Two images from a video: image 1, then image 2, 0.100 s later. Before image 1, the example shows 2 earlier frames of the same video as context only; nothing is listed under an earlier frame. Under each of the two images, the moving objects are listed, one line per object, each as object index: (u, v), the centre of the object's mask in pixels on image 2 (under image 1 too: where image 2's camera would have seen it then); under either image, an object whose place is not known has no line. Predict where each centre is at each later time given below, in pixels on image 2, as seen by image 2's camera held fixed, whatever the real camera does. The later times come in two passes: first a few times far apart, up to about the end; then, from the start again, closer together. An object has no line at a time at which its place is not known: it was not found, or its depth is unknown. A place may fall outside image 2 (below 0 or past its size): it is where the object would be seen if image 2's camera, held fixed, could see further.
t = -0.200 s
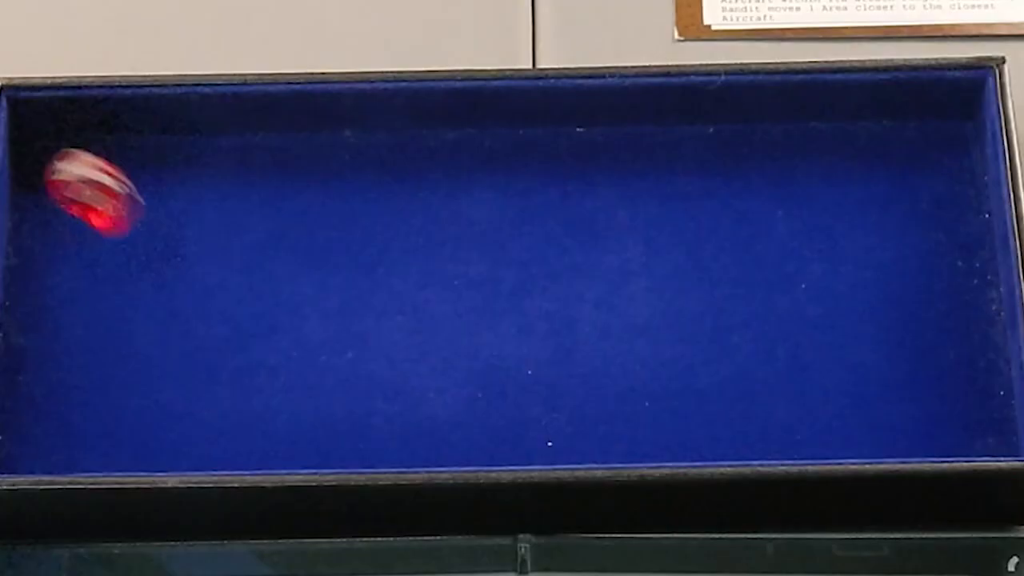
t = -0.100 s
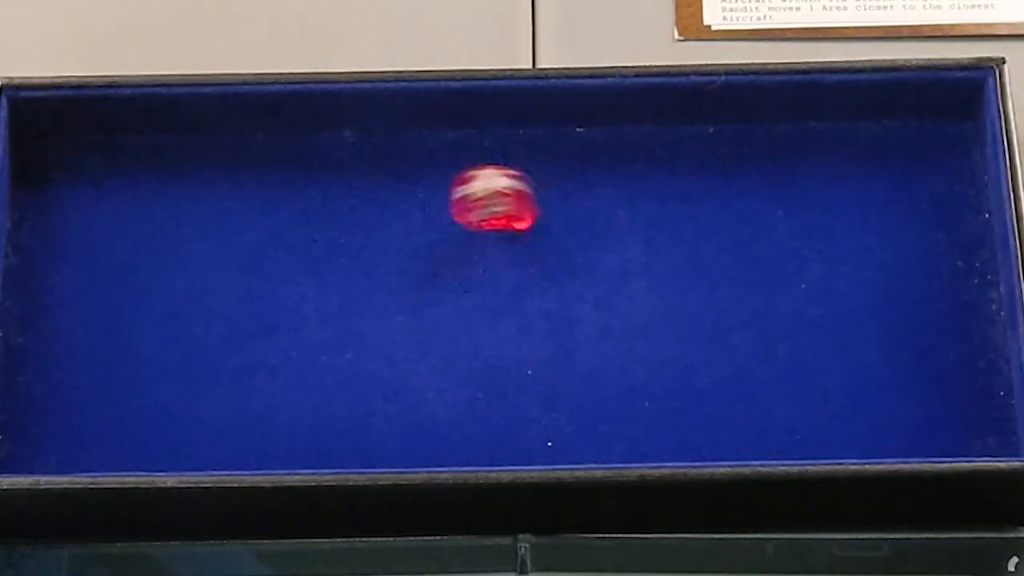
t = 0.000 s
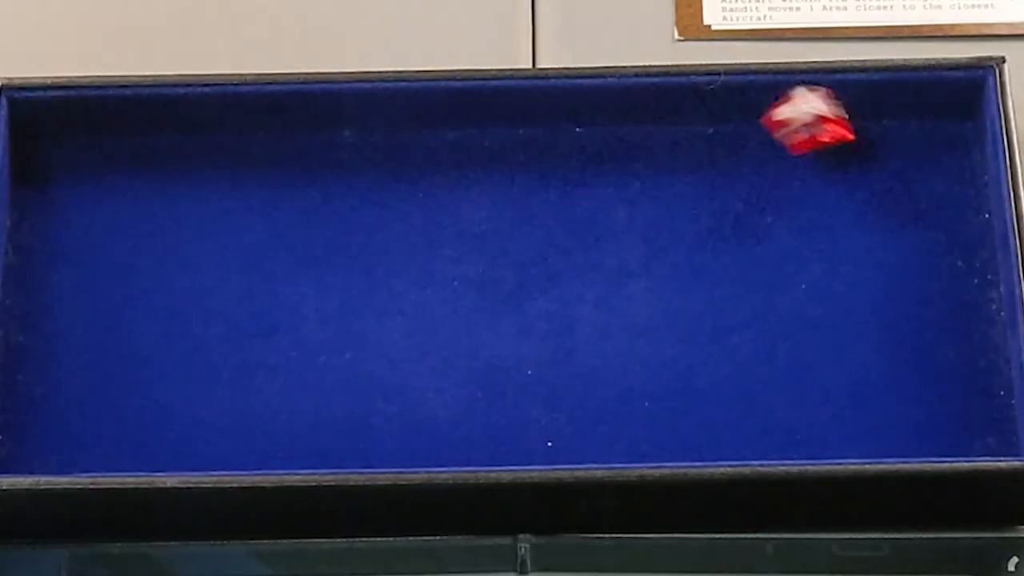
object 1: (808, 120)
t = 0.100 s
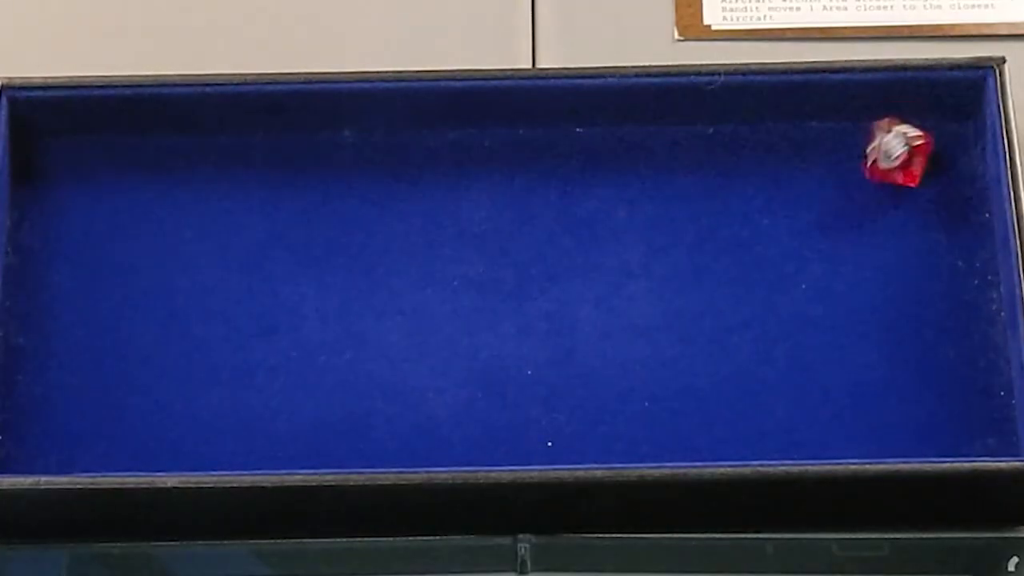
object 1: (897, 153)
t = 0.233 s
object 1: (785, 207)
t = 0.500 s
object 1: (751, 212)
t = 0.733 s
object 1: (751, 212)
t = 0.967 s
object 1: (751, 212)
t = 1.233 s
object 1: (751, 212)
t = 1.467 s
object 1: (751, 212)
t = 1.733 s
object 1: (751, 212)
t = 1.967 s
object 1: (751, 212)
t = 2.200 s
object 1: (751, 212)
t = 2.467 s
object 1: (751, 212)
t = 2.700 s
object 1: (751, 212)
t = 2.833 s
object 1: (751, 212)
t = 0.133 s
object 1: (862, 168)
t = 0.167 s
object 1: (831, 186)
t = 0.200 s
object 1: (804, 198)
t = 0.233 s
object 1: (785, 207)
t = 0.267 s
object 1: (771, 213)
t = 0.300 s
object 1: (763, 216)
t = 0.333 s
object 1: (761, 215)
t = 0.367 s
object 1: (757, 214)
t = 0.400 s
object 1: (751, 210)
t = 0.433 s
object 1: (751, 211)
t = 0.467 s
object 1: (751, 213)
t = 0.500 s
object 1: (751, 212)
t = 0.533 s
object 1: (751, 212)
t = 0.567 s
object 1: (751, 212)
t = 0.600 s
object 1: (751, 212)
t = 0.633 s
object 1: (751, 212)
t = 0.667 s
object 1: (751, 212)
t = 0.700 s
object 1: (751, 212)
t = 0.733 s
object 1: (751, 212)
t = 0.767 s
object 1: (751, 212)
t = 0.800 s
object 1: (751, 212)
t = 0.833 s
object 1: (751, 212)
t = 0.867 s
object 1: (751, 212)
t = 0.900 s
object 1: (751, 212)
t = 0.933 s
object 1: (751, 212)
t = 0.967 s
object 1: (751, 212)
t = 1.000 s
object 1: (751, 212)
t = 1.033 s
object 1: (751, 212)
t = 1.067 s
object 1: (751, 212)
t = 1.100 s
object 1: (751, 212)
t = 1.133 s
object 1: (751, 212)
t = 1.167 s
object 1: (751, 212)
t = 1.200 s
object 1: (751, 212)
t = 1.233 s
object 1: (751, 212)
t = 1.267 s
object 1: (751, 212)
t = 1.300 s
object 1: (751, 212)
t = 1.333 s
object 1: (751, 212)
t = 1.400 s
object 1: (751, 212)
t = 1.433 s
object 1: (751, 212)
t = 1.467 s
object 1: (751, 212)
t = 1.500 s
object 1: (751, 212)
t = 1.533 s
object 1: (751, 212)
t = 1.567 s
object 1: (751, 212)
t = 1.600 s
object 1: (751, 212)
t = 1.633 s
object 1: (751, 212)
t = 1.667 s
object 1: (751, 212)
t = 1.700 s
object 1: (751, 212)
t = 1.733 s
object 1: (751, 212)
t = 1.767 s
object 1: (751, 212)
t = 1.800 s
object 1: (751, 212)
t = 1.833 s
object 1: (751, 212)
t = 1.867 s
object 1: (751, 212)
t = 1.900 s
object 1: (751, 212)
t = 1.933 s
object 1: (751, 212)
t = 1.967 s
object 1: (751, 212)
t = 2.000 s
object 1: (751, 212)
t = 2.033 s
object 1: (751, 212)
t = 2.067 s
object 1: (751, 212)
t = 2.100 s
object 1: (751, 212)
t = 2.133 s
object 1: (751, 212)
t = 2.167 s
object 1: (751, 212)
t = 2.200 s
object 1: (751, 212)
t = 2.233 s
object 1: (751, 212)
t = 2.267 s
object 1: (751, 212)
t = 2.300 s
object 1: (751, 212)
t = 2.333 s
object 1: (751, 212)
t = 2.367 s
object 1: (751, 212)
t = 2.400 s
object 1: (751, 212)
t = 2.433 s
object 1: (751, 212)
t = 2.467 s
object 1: (751, 212)
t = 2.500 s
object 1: (751, 212)
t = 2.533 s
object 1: (751, 212)
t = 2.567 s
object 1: (751, 212)
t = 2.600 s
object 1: (751, 212)
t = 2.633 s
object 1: (751, 212)
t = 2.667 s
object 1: (751, 212)
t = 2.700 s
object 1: (751, 212)
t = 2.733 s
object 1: (751, 212)
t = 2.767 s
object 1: (751, 212)
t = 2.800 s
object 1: (751, 212)
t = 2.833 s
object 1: (751, 212)
